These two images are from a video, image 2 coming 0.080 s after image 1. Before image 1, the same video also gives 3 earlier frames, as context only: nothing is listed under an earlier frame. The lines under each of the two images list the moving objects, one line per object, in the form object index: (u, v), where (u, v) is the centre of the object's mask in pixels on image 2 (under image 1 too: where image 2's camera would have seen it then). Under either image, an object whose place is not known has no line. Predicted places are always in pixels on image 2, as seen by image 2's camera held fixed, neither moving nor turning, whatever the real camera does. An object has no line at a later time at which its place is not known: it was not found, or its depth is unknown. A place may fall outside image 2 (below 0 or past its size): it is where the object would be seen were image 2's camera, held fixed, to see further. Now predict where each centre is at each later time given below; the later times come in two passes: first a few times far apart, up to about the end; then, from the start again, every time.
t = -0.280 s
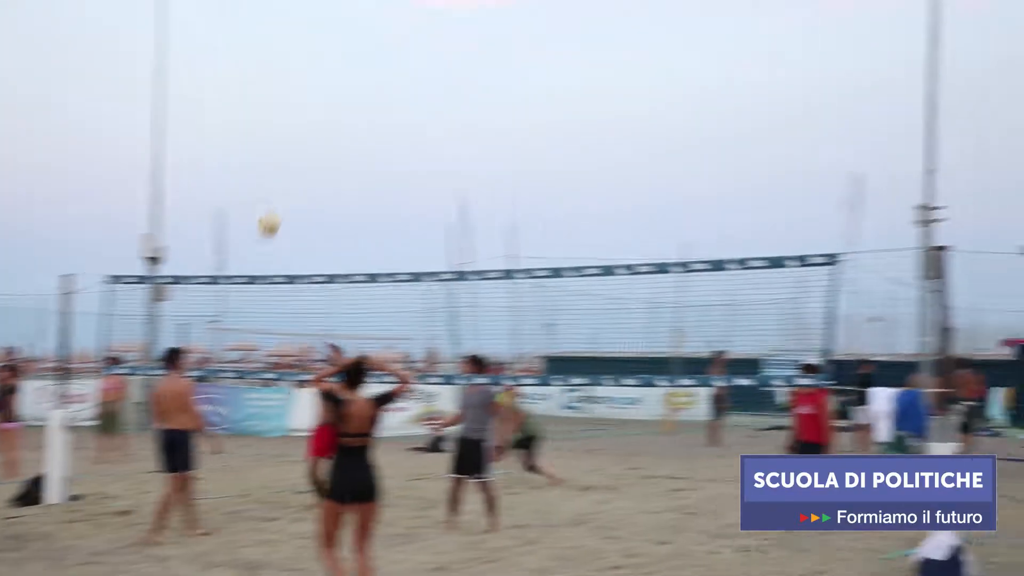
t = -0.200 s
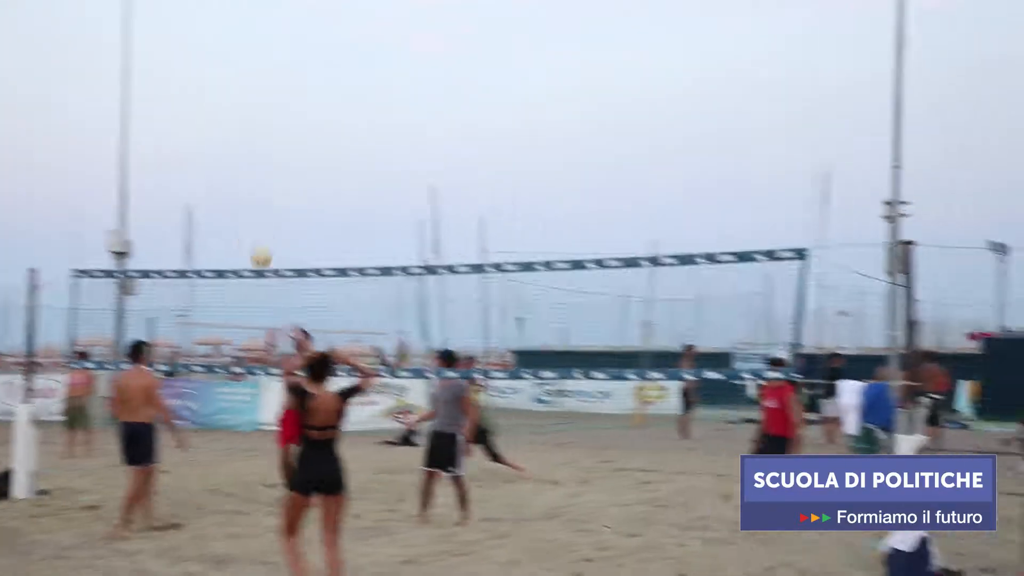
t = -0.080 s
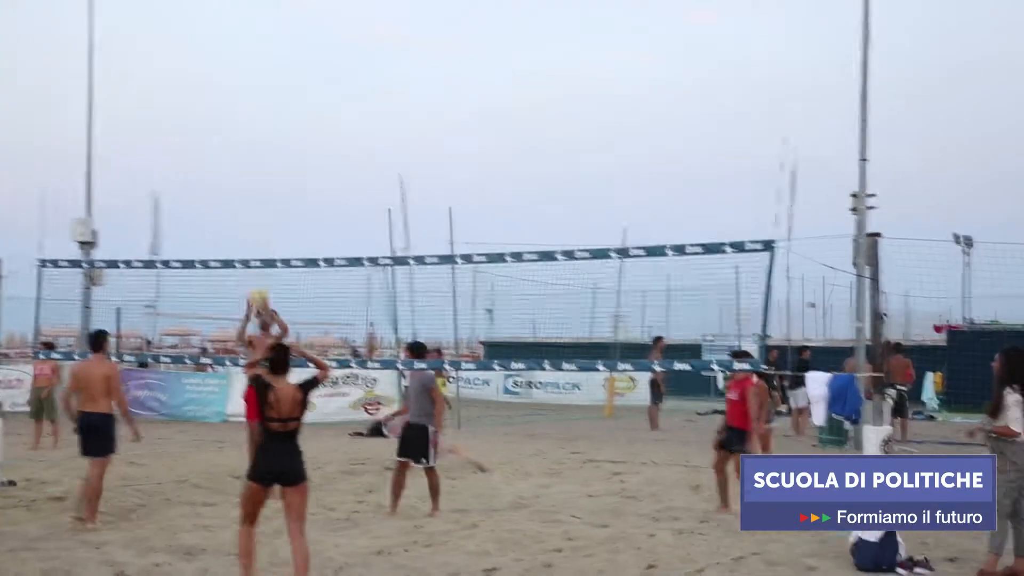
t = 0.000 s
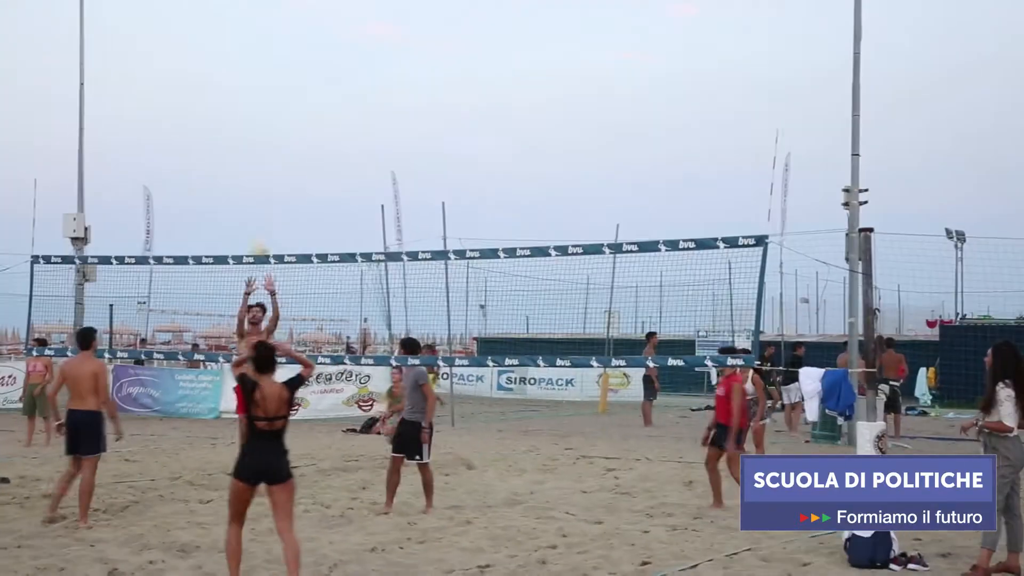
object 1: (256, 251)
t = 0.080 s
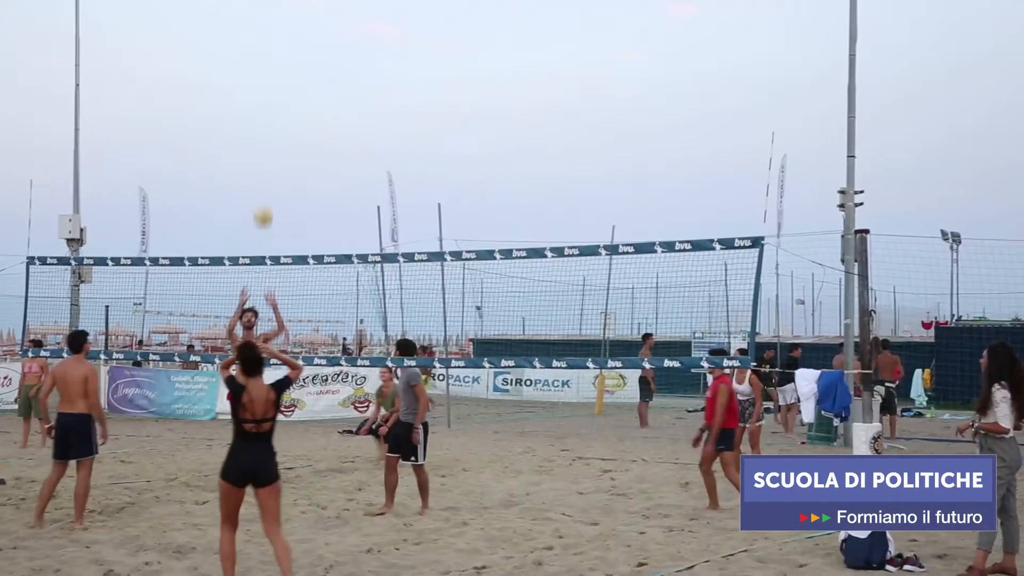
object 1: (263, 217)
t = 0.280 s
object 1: (283, 148)
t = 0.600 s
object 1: (316, 112)
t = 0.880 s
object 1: (343, 159)
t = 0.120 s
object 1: (267, 201)
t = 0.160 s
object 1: (272, 184)
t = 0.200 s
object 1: (276, 170)
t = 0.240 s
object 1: (279, 158)
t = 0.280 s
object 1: (283, 148)
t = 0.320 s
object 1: (287, 138)
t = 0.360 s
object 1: (291, 130)
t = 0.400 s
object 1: (295, 124)
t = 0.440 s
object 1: (300, 118)
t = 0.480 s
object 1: (304, 115)
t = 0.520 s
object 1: (308, 112)
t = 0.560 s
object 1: (312, 111)
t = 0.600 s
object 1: (316, 112)
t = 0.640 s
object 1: (320, 114)
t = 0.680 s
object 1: (324, 118)
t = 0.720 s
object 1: (328, 123)
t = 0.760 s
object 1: (332, 129)
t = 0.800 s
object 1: (336, 138)
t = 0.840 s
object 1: (339, 147)
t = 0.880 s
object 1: (343, 159)
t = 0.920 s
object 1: (347, 173)
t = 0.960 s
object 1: (351, 188)
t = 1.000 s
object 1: (354, 202)
